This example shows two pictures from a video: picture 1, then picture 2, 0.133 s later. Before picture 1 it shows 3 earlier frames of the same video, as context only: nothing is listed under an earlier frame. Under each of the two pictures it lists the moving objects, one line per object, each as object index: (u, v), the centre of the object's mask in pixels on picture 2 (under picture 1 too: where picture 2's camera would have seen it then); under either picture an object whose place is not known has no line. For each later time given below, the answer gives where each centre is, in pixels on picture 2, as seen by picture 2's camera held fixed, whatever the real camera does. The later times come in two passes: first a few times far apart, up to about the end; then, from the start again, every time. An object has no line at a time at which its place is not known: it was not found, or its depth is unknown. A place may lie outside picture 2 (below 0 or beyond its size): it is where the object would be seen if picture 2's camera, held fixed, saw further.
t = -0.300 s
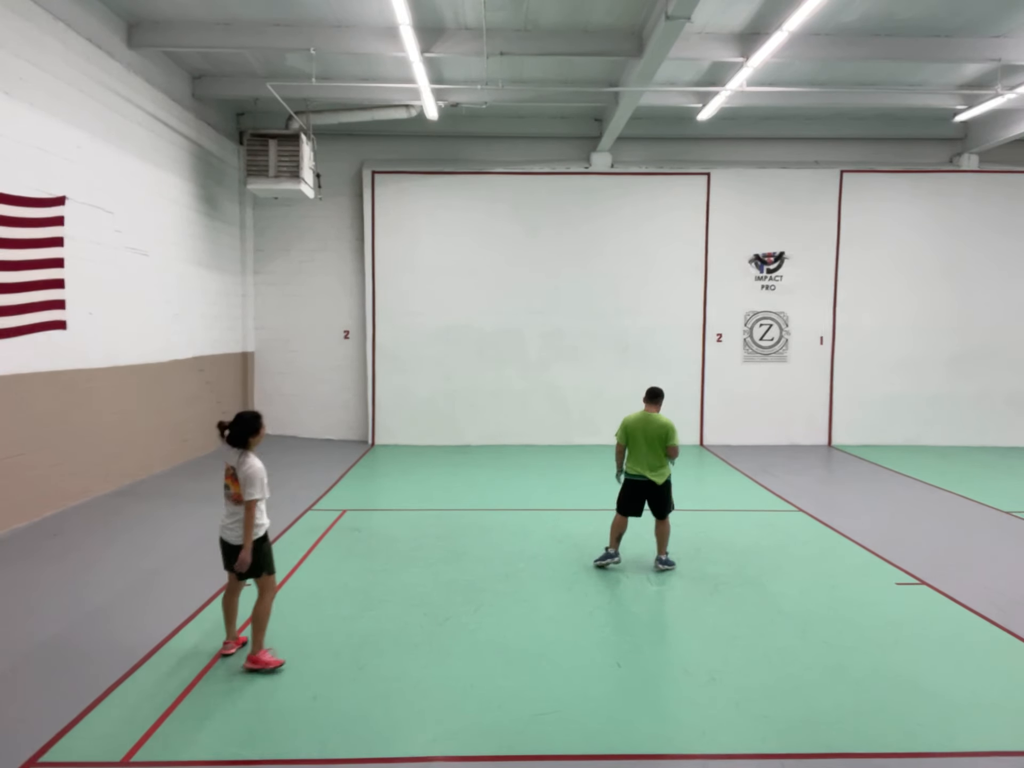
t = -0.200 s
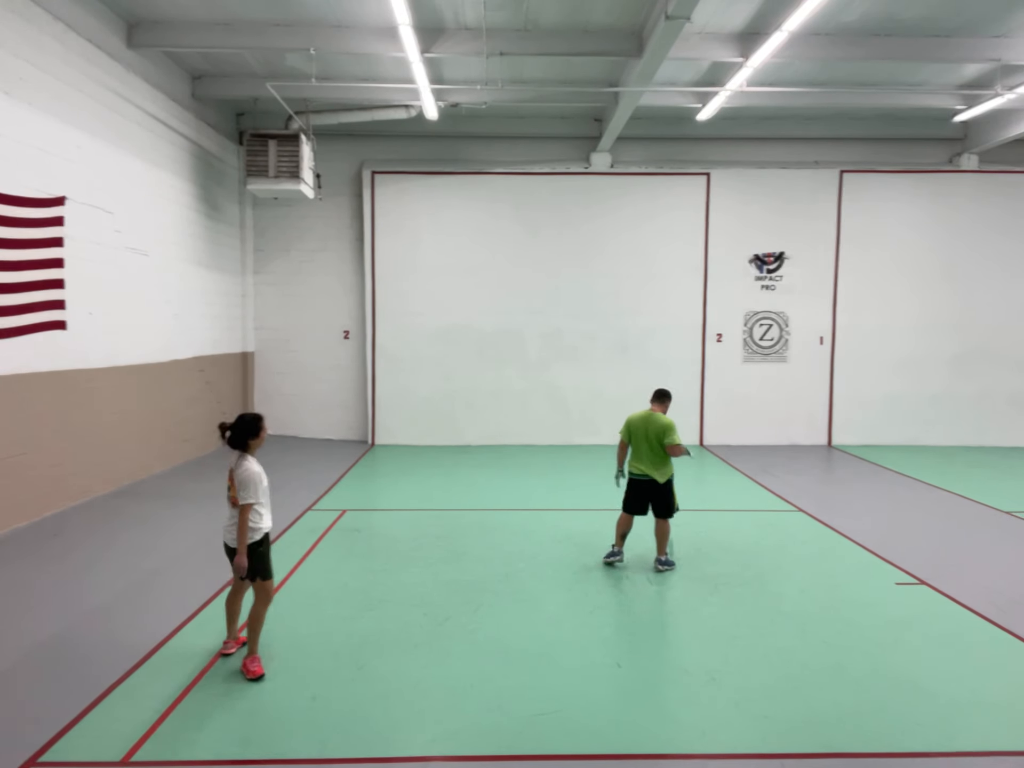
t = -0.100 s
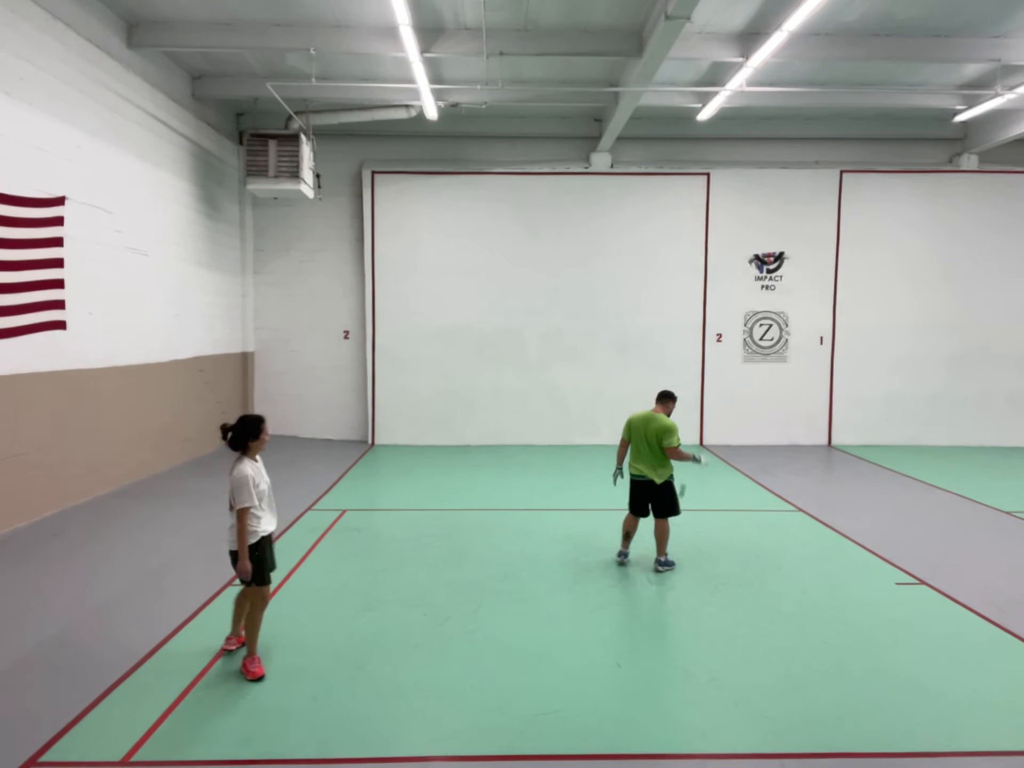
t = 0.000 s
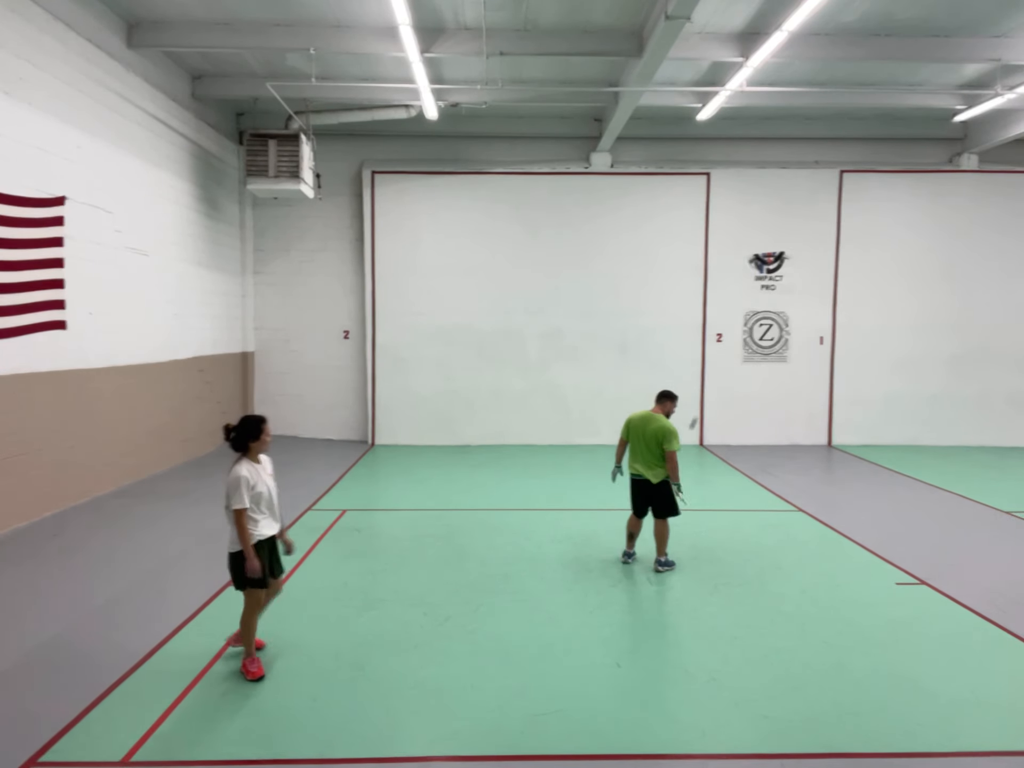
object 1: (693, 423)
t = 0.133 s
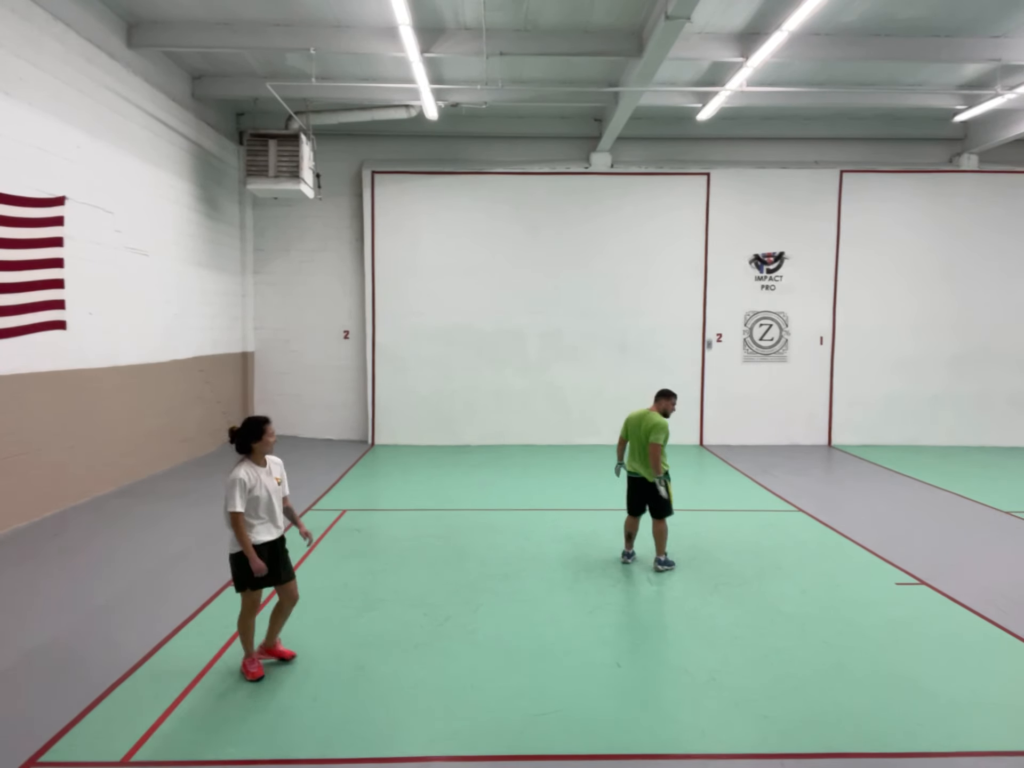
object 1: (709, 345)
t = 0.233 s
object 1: (721, 295)
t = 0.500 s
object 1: (759, 212)
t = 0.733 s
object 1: (794, 211)
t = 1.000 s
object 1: (837, 319)
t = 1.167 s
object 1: (864, 459)
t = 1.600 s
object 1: (940, 523)
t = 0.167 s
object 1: (712, 327)
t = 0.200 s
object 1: (717, 311)
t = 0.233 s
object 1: (721, 295)
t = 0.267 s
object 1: (726, 280)
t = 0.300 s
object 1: (730, 267)
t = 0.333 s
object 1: (735, 254)
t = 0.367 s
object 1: (739, 243)
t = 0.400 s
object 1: (744, 233)
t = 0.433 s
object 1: (749, 224)
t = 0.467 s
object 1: (754, 217)
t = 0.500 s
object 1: (759, 212)
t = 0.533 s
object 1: (764, 206)
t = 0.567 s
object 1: (769, 204)
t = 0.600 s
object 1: (773, 204)
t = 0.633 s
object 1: (779, 204)
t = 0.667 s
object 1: (783, 204)
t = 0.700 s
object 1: (789, 206)
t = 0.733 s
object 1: (794, 211)
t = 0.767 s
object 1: (799, 218)
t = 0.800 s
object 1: (804, 226)
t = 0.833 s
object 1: (809, 237)
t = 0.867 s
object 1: (815, 249)
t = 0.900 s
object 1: (820, 263)
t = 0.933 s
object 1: (826, 280)
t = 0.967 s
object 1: (830, 298)
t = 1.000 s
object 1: (837, 319)
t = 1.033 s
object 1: (841, 343)
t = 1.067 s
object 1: (848, 368)
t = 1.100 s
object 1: (853, 396)
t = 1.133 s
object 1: (859, 426)
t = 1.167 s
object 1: (864, 459)
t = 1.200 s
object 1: (870, 494)
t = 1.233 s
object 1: (876, 533)
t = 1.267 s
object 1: (882, 573)
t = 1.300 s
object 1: (888, 617)
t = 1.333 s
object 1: (894, 663)
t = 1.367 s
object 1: (899, 711)
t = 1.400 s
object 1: (905, 724)
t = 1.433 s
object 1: (911, 687)
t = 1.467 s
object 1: (917, 651)
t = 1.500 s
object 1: (923, 616)
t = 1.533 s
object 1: (929, 583)
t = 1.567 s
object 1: (935, 553)
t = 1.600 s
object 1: (940, 523)
